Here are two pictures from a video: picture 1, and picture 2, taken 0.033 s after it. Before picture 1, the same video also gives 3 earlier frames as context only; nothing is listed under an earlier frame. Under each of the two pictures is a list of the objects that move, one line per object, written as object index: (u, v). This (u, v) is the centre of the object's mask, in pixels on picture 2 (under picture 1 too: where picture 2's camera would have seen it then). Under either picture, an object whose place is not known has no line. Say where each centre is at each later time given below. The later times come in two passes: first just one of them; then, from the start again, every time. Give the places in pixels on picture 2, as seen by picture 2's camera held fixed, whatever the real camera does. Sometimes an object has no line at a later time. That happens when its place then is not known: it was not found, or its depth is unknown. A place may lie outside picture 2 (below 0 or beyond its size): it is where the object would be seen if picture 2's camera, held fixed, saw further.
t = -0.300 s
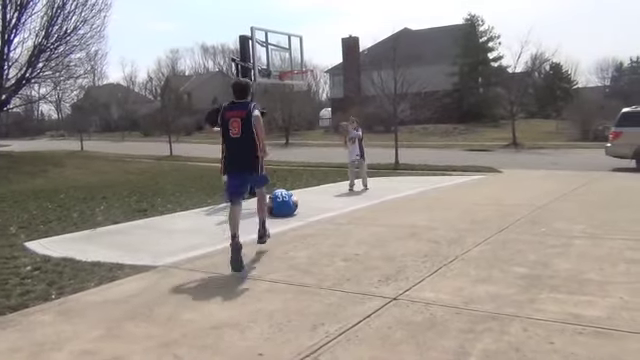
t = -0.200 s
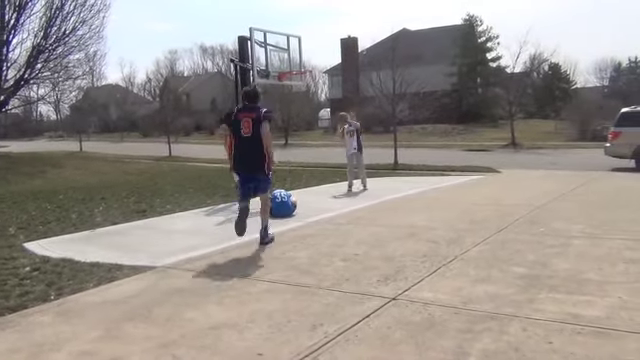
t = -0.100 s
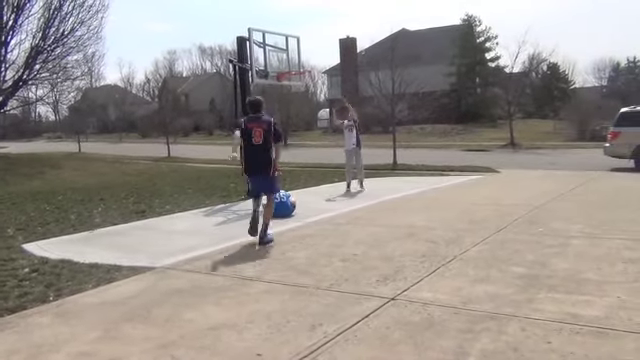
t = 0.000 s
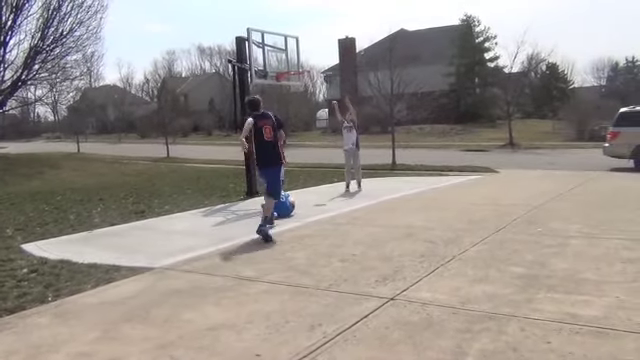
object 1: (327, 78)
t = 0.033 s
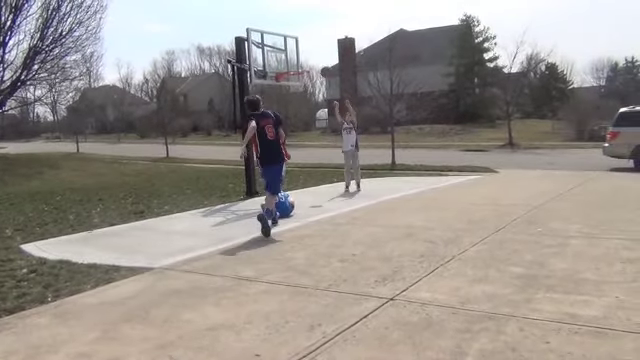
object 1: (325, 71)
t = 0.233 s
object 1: (312, 42)
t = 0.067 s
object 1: (324, 66)
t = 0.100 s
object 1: (321, 60)
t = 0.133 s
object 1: (319, 55)
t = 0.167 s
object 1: (316, 50)
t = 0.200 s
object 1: (314, 46)
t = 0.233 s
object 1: (312, 42)
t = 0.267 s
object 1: (310, 39)
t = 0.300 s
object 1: (307, 37)
